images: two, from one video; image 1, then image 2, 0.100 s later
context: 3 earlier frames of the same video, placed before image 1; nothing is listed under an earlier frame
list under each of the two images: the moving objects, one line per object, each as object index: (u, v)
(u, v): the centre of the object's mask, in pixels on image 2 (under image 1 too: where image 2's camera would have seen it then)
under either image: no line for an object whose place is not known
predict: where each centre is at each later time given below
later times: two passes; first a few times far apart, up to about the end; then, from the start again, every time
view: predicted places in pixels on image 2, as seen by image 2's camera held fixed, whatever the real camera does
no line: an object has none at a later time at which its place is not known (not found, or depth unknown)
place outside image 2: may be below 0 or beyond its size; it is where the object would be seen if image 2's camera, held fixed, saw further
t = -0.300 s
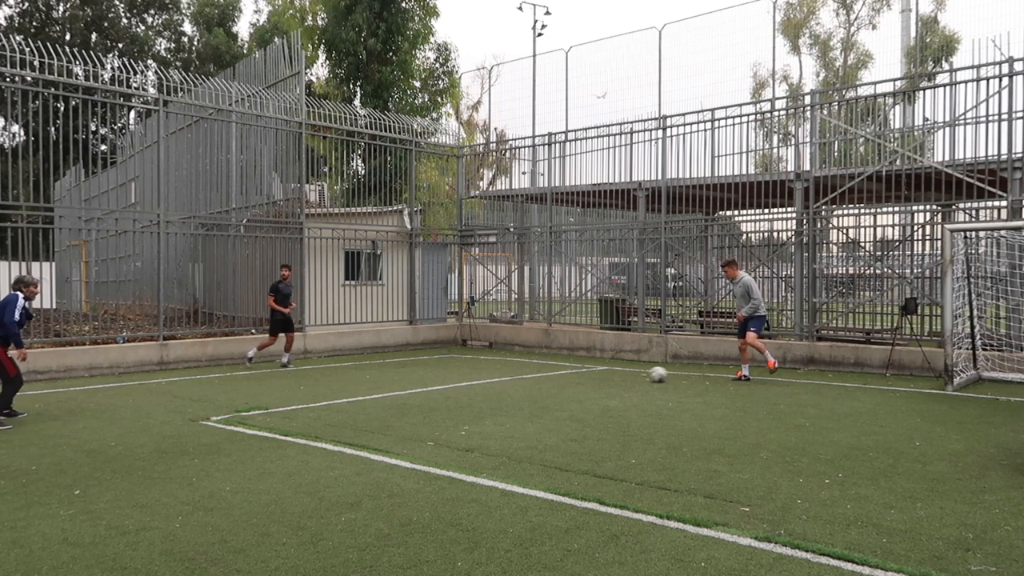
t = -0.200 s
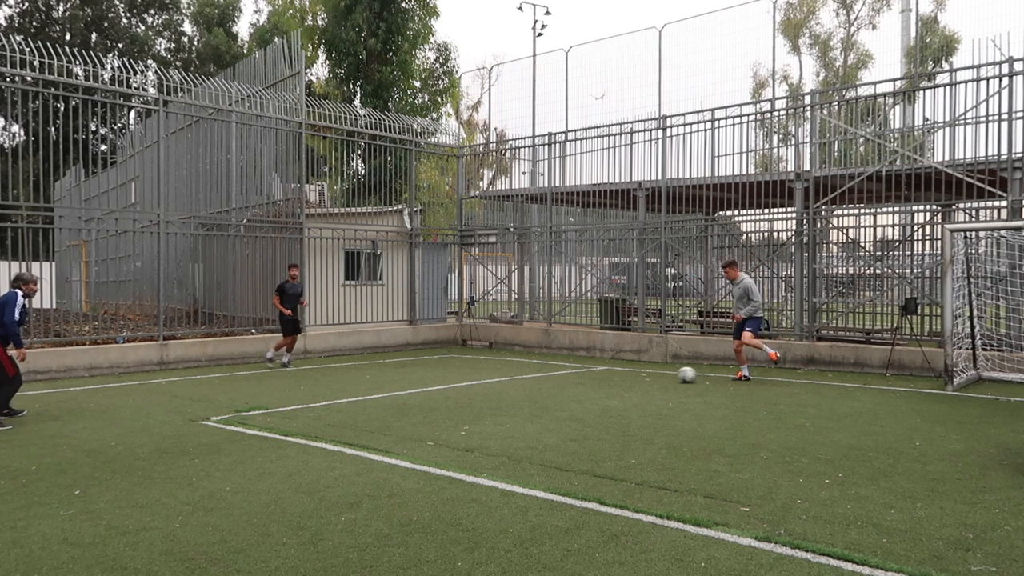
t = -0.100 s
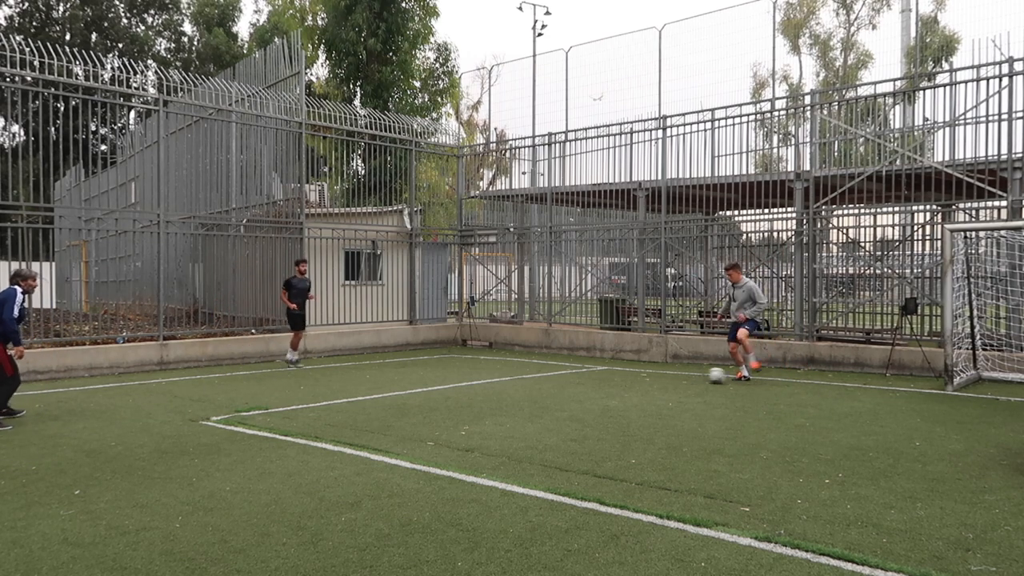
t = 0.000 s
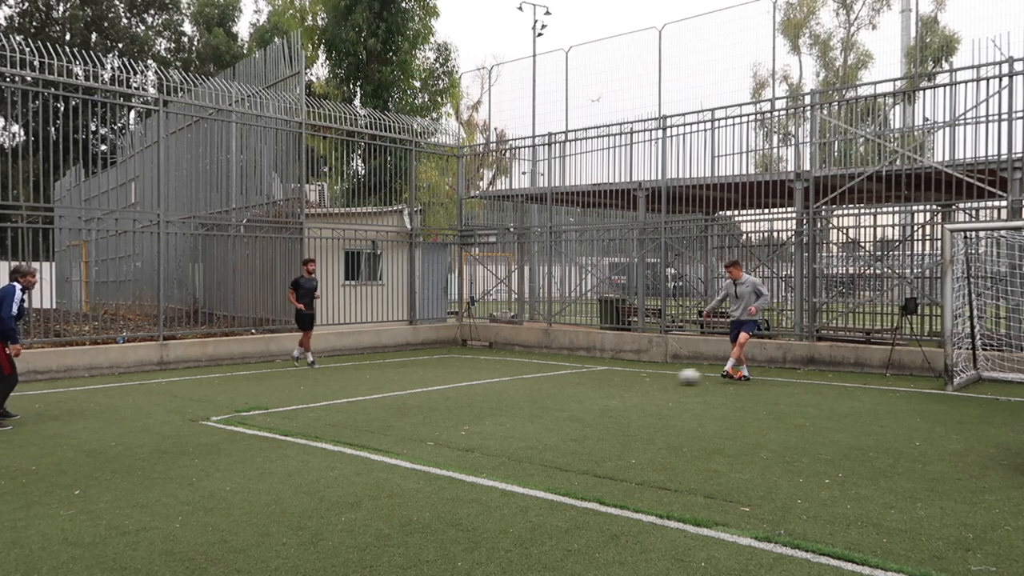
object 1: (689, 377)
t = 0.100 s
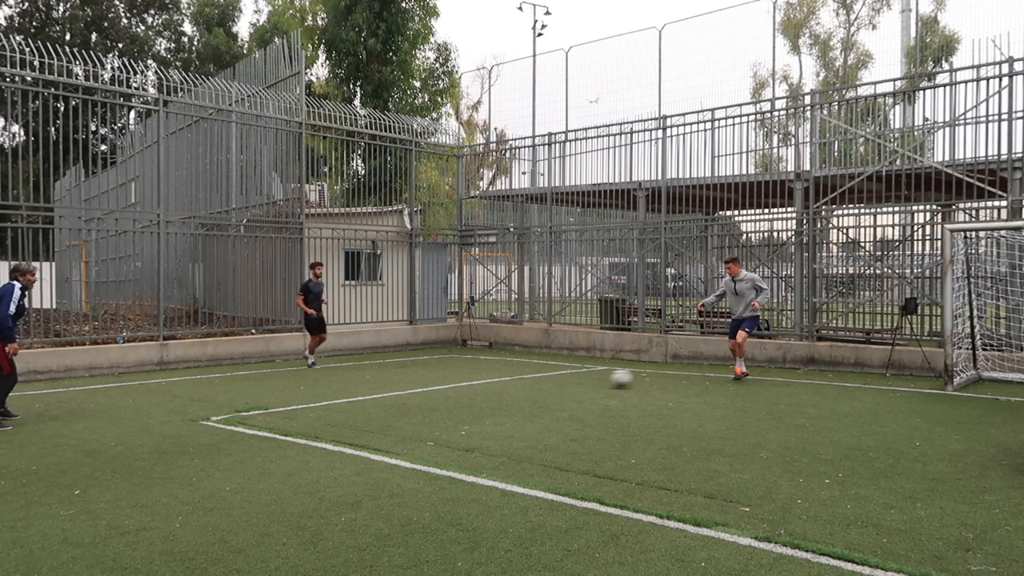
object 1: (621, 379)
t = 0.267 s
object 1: (509, 383)
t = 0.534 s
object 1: (334, 391)
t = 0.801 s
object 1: (175, 398)
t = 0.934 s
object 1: (105, 399)
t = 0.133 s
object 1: (598, 380)
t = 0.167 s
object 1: (575, 381)
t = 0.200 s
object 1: (553, 382)
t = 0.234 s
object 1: (531, 382)
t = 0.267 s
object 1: (509, 383)
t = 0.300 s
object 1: (486, 384)
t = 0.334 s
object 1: (464, 386)
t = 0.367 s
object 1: (441, 387)
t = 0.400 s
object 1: (420, 387)
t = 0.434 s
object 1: (398, 387)
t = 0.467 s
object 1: (377, 389)
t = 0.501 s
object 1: (355, 390)
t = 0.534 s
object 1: (334, 391)
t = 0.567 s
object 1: (313, 391)
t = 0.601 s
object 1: (292, 393)
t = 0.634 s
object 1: (272, 395)
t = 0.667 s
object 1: (253, 394)
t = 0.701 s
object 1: (233, 394)
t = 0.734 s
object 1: (214, 394)
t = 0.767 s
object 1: (194, 396)
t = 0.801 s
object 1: (175, 398)
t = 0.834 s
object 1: (157, 398)
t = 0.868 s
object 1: (138, 399)
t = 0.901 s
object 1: (121, 400)
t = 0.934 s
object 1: (105, 399)
